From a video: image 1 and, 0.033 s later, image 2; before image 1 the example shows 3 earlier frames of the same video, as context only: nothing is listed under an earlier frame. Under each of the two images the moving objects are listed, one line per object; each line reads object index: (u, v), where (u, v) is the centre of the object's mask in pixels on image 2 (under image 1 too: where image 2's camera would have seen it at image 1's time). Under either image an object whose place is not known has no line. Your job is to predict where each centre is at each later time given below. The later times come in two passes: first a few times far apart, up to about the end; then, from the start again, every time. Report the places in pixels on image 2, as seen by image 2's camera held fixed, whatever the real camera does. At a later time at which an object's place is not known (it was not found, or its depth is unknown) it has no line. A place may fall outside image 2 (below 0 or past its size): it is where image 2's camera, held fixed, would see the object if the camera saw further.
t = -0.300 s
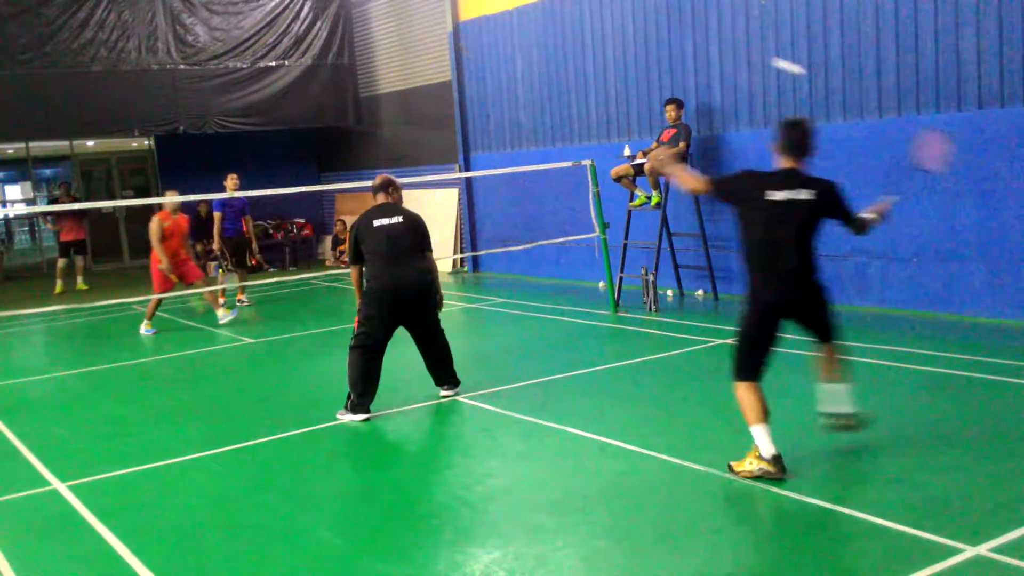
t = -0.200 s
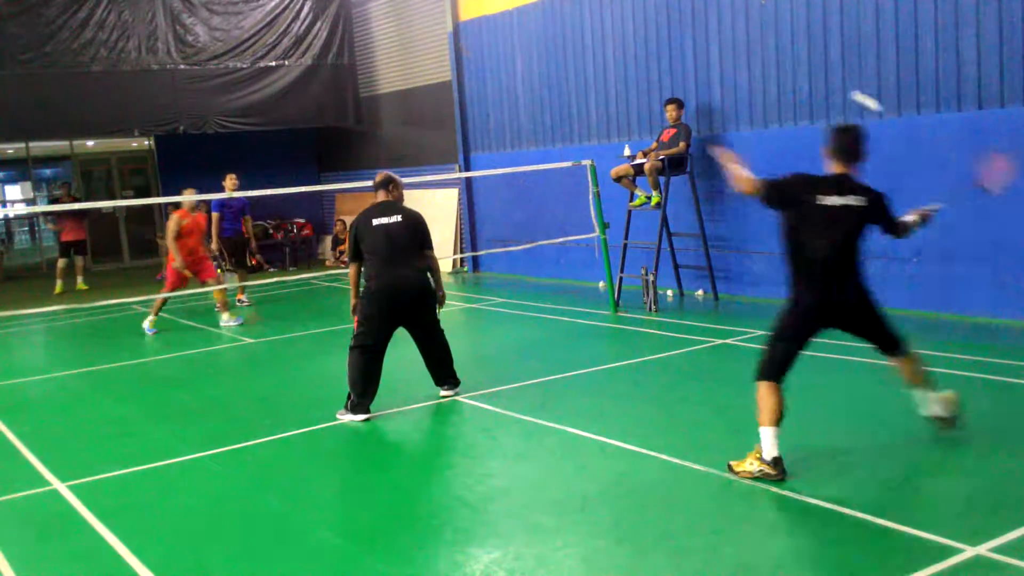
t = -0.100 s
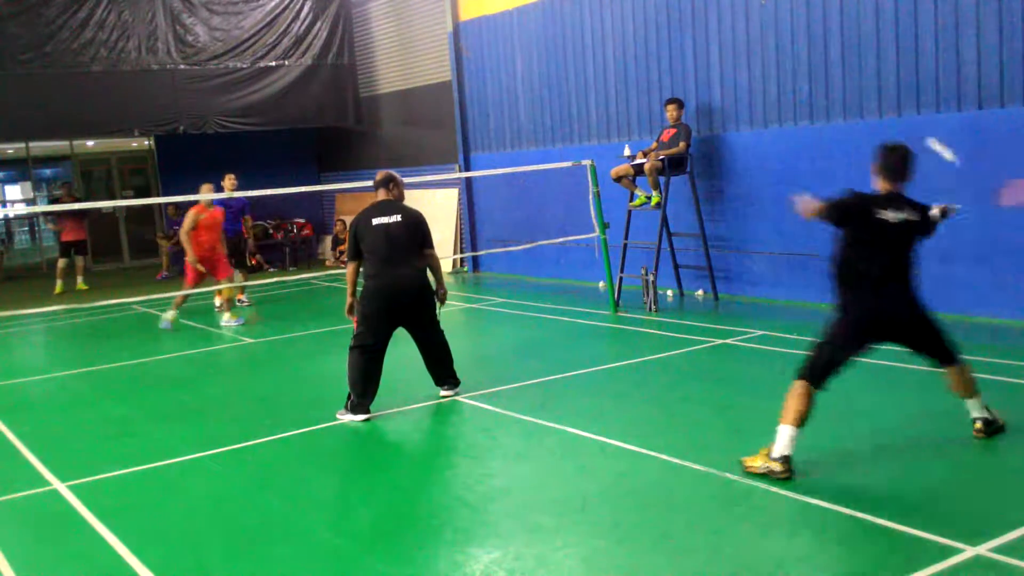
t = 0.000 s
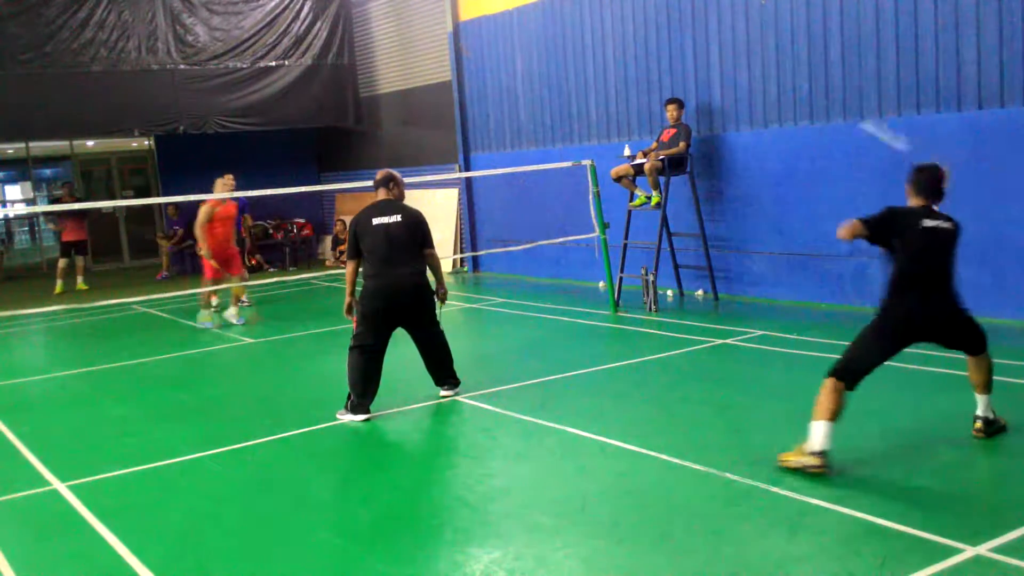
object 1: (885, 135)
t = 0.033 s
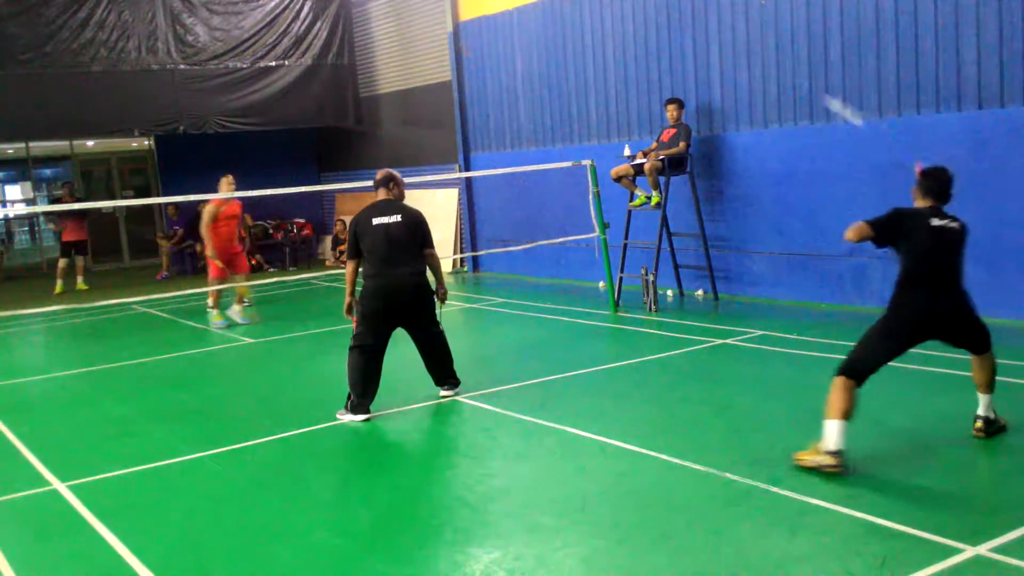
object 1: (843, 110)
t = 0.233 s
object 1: (681, 52)
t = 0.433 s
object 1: (589, 57)
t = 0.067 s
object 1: (808, 88)
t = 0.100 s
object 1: (781, 74)
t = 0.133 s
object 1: (751, 65)
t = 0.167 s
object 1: (725, 59)
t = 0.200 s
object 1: (702, 55)
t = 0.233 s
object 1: (681, 52)
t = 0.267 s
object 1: (663, 49)
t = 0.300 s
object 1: (646, 48)
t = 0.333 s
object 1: (630, 48)
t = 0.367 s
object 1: (615, 50)
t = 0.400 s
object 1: (602, 53)
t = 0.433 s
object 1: (589, 57)
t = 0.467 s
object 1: (578, 62)
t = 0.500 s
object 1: (568, 69)
